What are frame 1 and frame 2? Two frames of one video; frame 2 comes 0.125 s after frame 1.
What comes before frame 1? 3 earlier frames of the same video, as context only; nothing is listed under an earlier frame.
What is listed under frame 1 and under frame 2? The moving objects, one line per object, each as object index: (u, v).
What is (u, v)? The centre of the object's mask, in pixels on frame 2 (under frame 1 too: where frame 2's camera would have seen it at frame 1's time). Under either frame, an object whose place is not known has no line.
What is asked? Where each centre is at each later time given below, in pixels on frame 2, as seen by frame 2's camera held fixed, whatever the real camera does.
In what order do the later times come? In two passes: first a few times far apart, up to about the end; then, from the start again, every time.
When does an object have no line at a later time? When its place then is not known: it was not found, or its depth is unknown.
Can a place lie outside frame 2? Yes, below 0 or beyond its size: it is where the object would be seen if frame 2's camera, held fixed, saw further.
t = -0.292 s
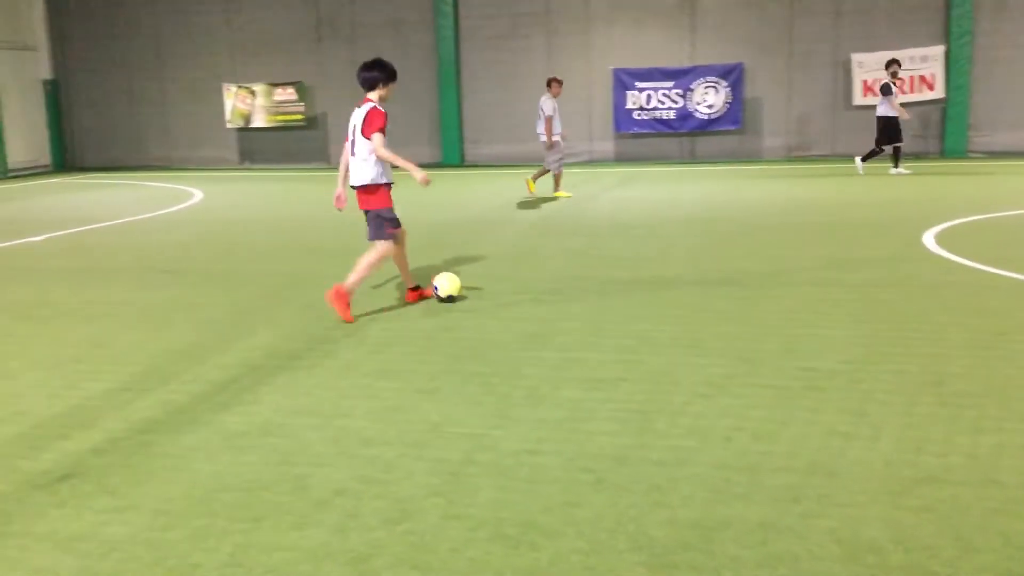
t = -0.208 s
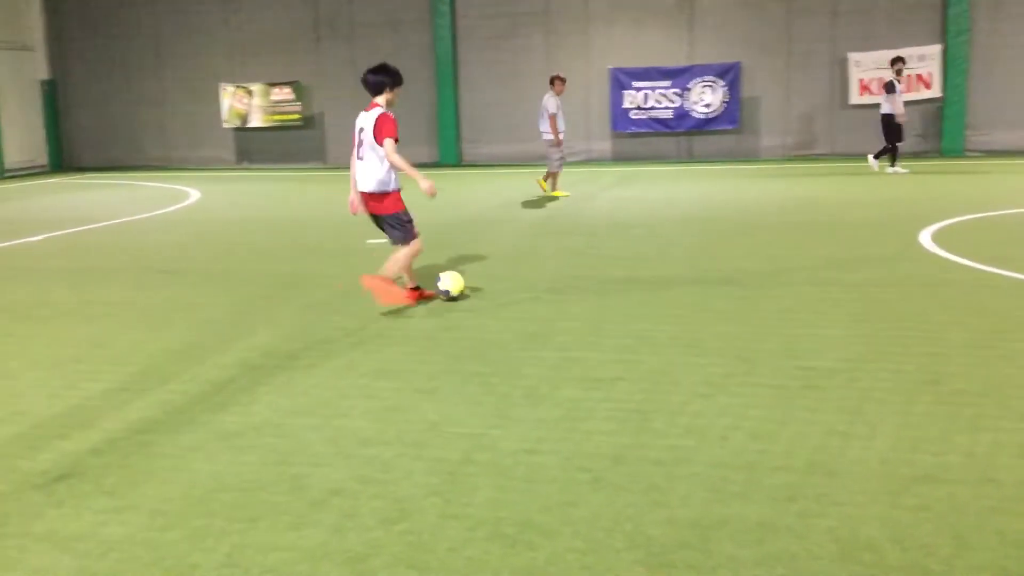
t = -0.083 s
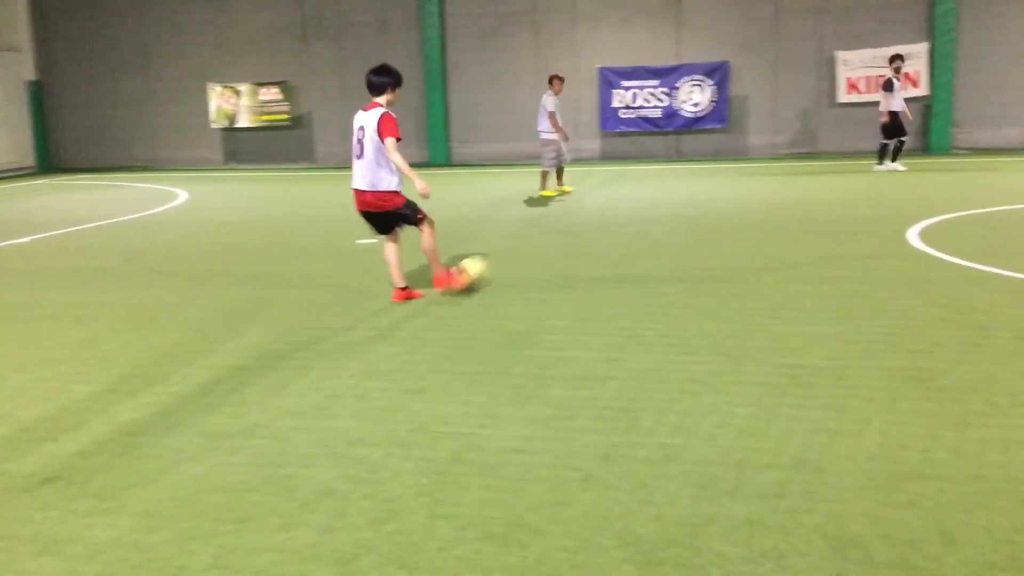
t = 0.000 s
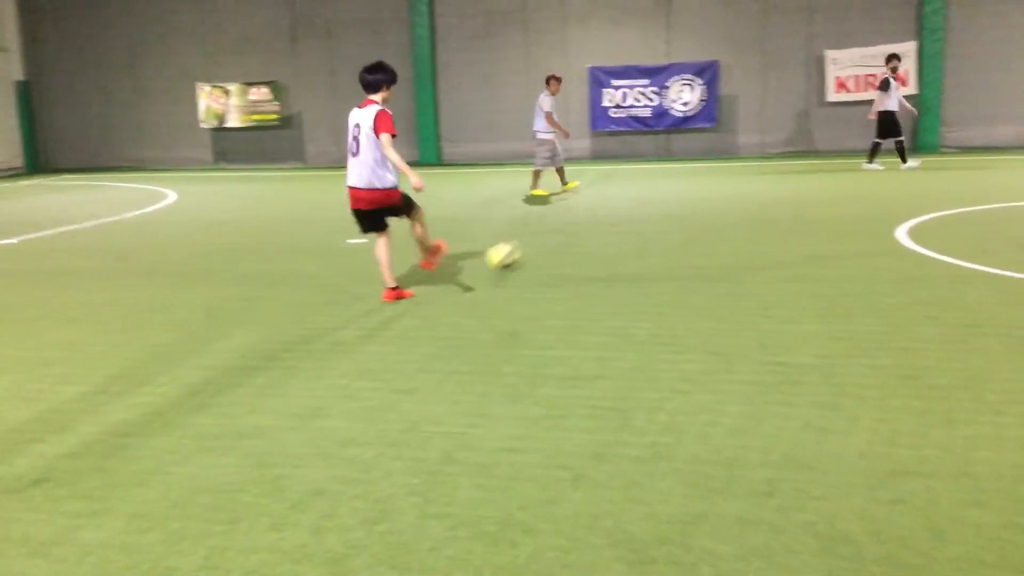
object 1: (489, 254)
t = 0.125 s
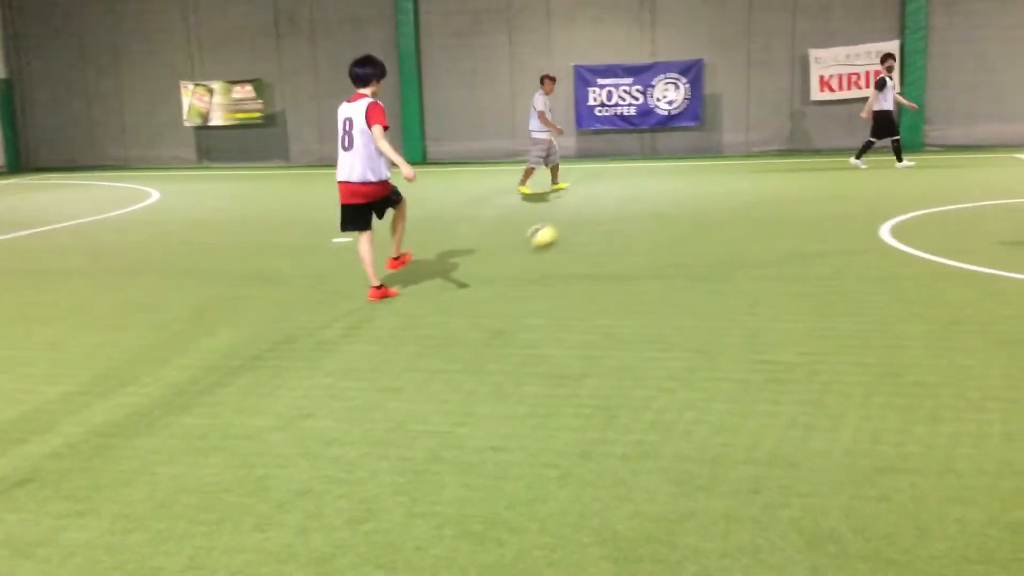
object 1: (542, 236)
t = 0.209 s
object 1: (570, 224)
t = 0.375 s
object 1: (611, 209)
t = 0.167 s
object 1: (557, 230)
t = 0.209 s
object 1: (570, 224)
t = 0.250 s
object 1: (579, 221)
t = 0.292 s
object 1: (591, 216)
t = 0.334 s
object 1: (603, 213)
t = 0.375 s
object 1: (611, 209)
